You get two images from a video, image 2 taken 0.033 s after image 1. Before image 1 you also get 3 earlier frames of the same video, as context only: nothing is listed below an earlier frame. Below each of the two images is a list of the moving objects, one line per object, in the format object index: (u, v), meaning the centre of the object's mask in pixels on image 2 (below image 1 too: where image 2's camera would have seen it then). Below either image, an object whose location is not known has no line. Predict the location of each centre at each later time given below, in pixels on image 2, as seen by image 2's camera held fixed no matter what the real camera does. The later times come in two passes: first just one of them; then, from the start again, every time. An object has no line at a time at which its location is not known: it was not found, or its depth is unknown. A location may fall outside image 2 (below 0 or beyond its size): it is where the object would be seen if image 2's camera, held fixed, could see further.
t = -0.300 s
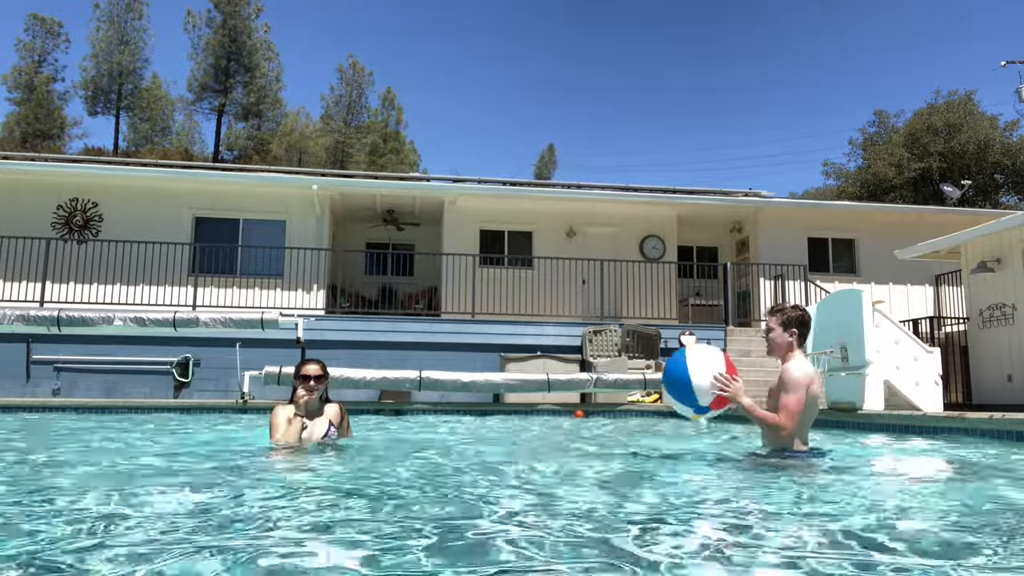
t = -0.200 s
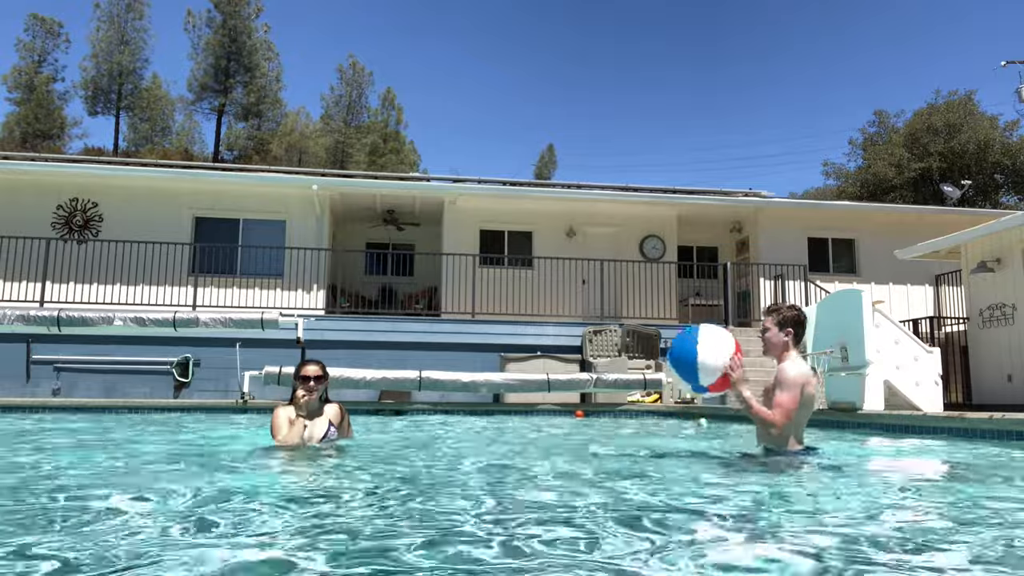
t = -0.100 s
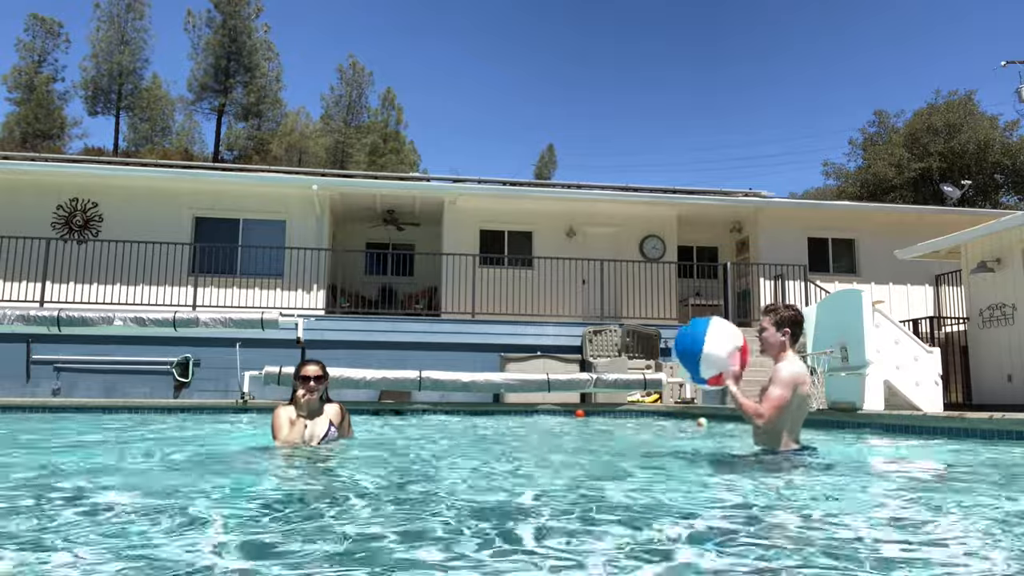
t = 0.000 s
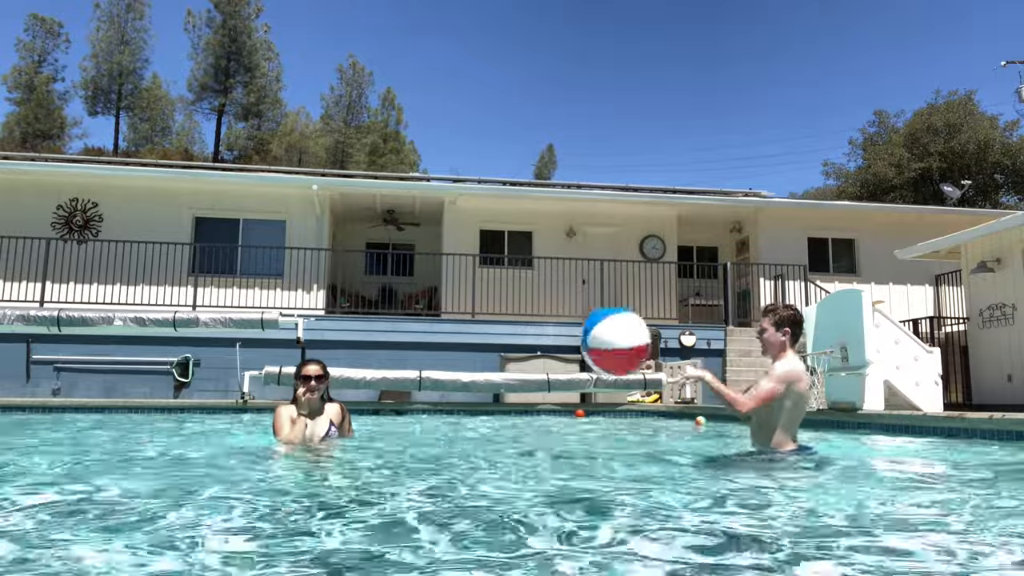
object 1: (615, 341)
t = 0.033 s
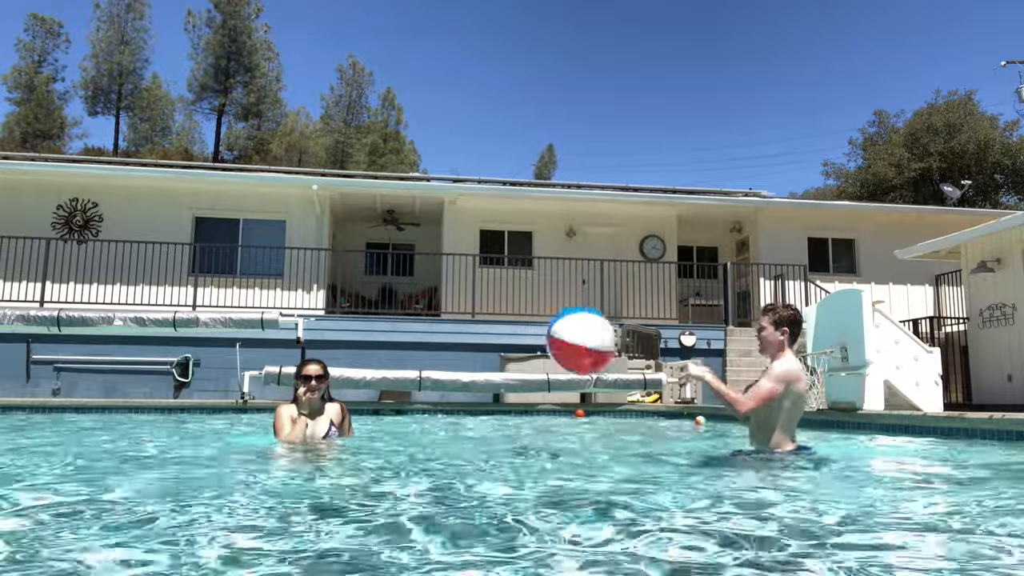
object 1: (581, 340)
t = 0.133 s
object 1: (483, 345)
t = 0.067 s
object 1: (547, 341)
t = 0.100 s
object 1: (514, 343)
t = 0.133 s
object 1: (483, 345)
